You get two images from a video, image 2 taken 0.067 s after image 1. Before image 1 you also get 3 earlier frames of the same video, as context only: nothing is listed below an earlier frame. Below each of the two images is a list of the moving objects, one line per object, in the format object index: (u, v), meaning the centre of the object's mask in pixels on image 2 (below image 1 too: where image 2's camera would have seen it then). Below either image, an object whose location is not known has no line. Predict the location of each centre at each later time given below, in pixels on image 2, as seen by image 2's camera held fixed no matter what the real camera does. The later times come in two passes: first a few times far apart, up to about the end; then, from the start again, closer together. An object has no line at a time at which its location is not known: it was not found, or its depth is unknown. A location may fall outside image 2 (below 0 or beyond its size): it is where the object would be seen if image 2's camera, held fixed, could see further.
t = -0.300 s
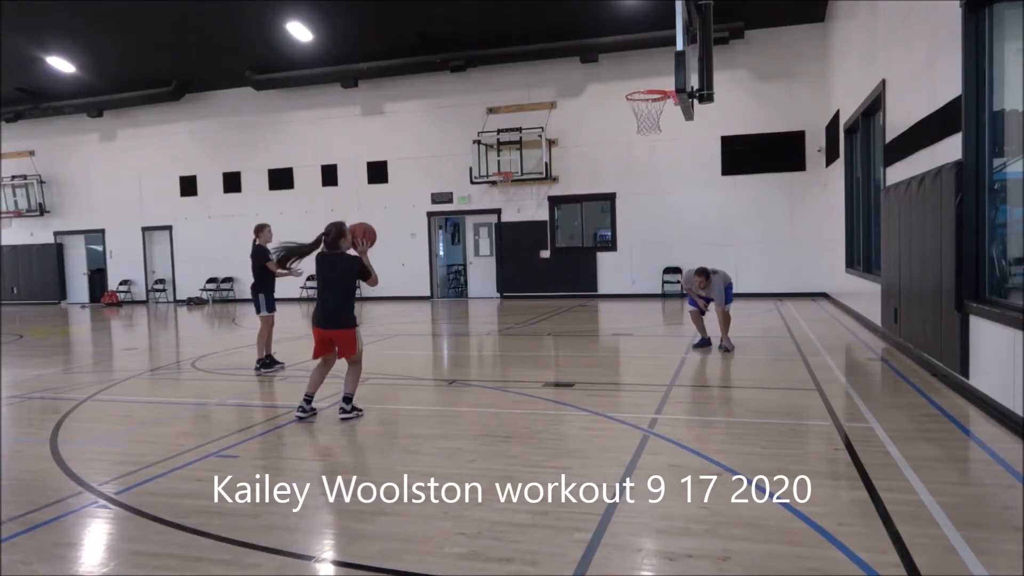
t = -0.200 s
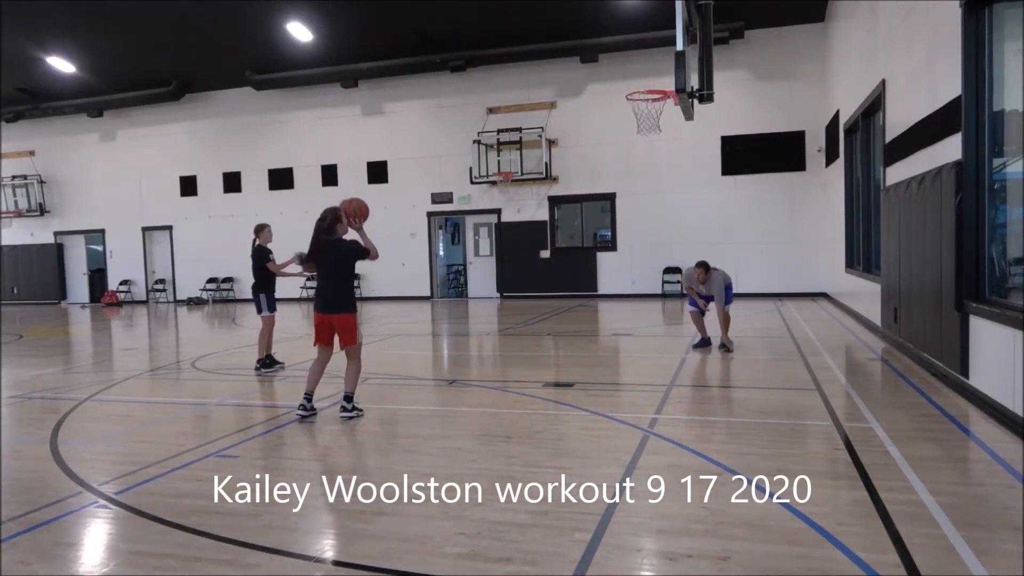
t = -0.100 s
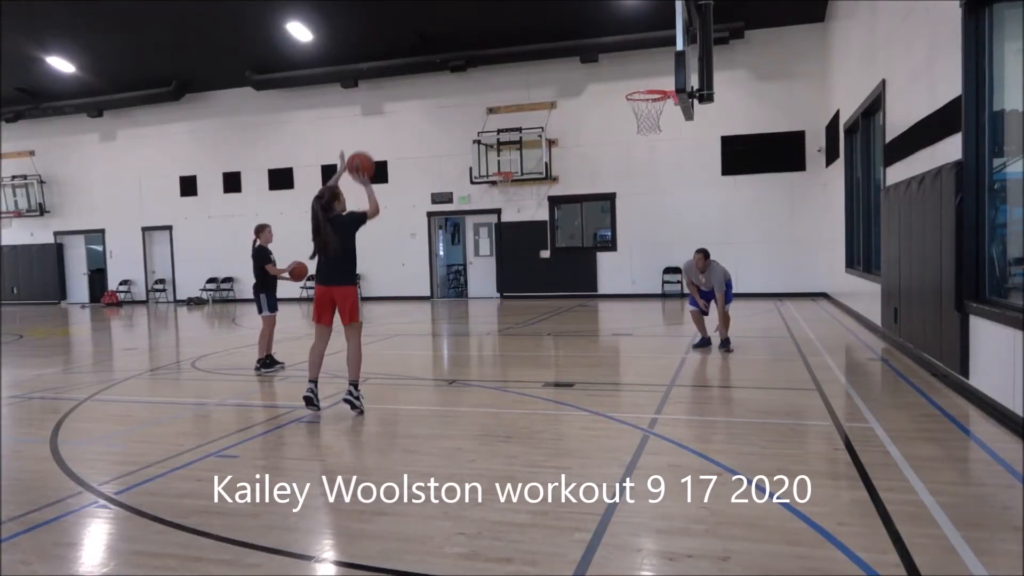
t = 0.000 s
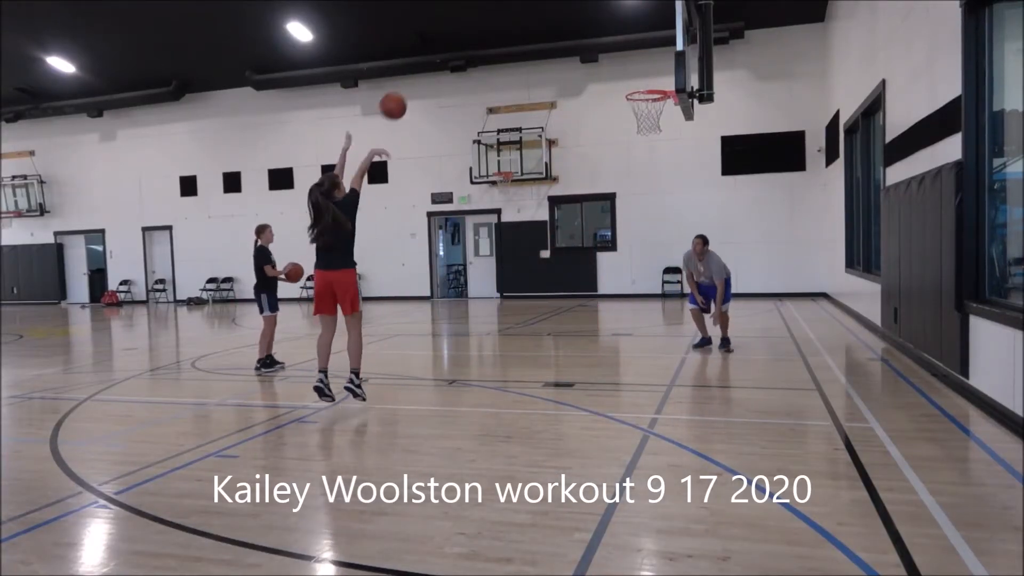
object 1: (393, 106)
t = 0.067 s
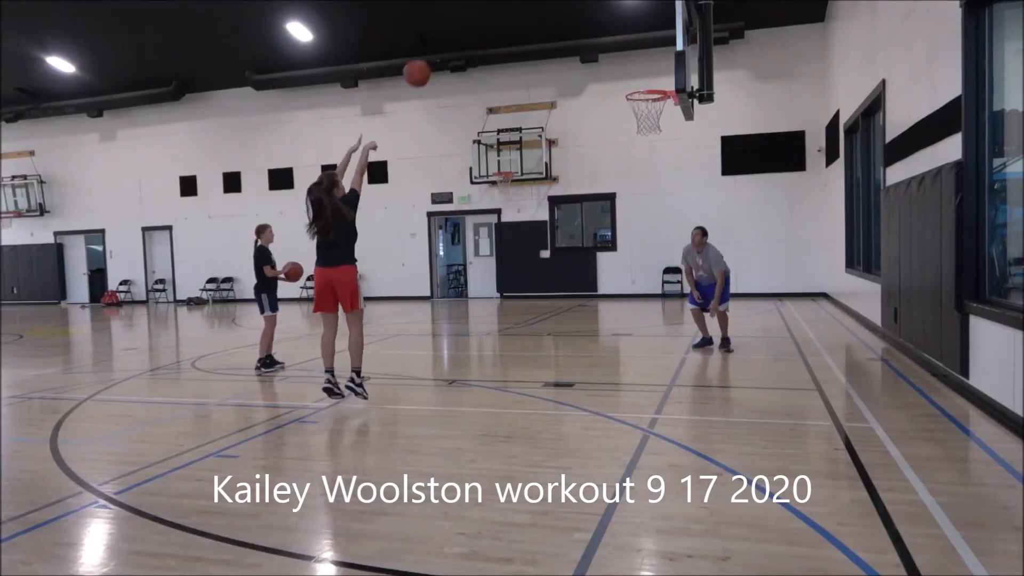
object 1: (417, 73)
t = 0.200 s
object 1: (462, 27)
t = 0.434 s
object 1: (531, 5)
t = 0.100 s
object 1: (428, 59)
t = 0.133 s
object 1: (439, 47)
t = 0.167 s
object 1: (451, 37)
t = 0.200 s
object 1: (462, 27)
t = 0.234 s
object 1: (472, 19)
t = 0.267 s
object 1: (483, 13)
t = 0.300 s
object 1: (493, 10)
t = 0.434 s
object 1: (531, 5)
